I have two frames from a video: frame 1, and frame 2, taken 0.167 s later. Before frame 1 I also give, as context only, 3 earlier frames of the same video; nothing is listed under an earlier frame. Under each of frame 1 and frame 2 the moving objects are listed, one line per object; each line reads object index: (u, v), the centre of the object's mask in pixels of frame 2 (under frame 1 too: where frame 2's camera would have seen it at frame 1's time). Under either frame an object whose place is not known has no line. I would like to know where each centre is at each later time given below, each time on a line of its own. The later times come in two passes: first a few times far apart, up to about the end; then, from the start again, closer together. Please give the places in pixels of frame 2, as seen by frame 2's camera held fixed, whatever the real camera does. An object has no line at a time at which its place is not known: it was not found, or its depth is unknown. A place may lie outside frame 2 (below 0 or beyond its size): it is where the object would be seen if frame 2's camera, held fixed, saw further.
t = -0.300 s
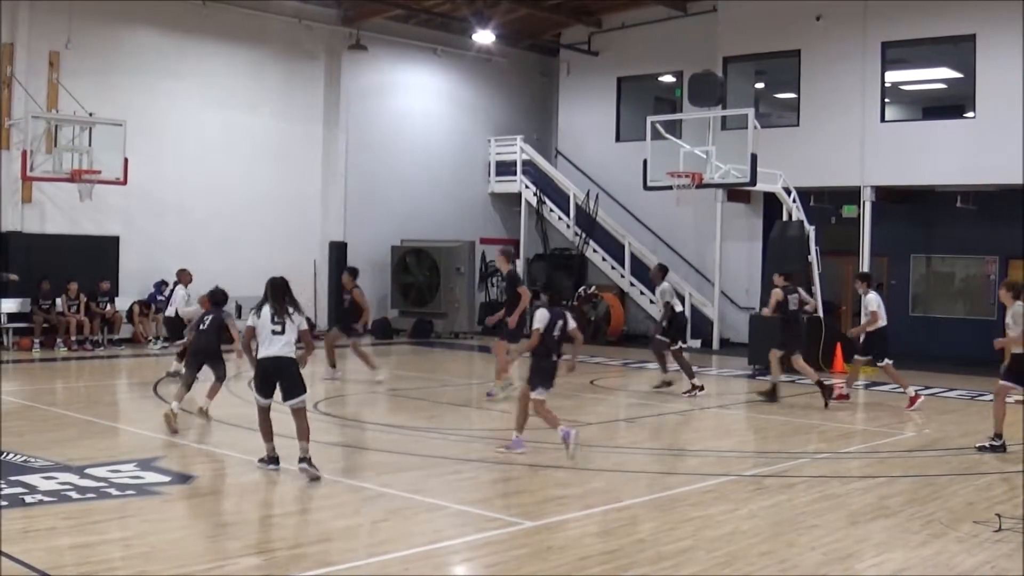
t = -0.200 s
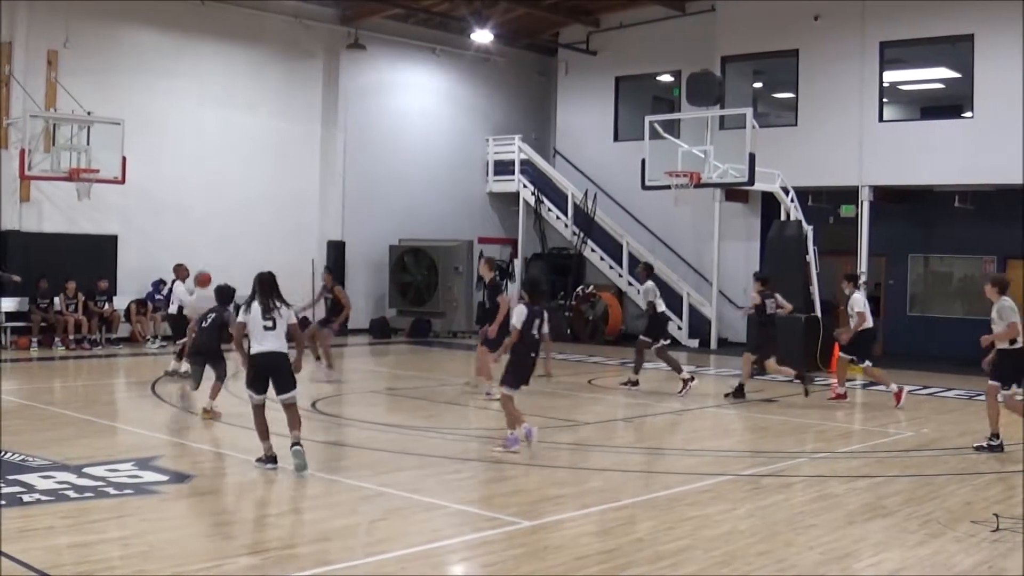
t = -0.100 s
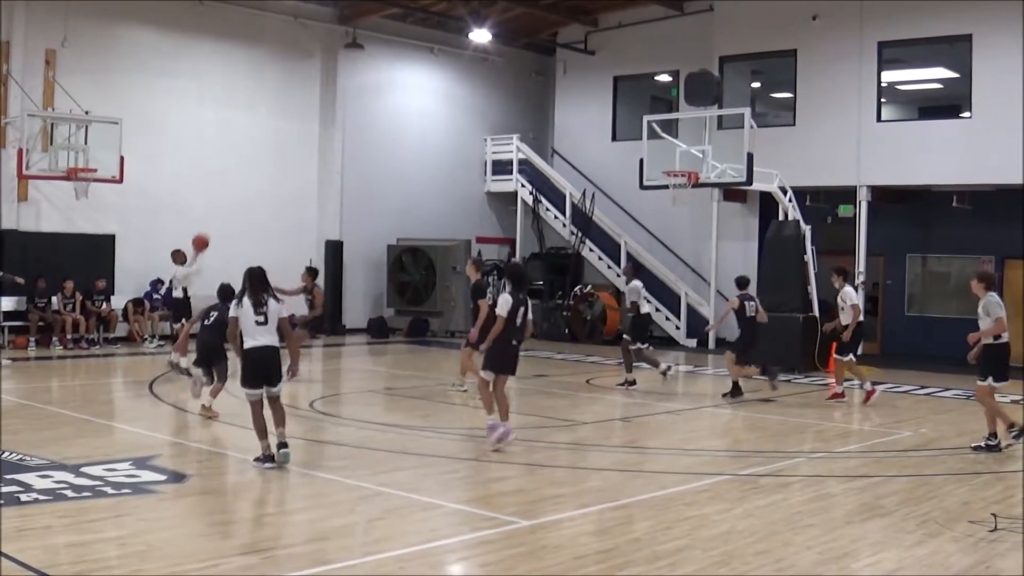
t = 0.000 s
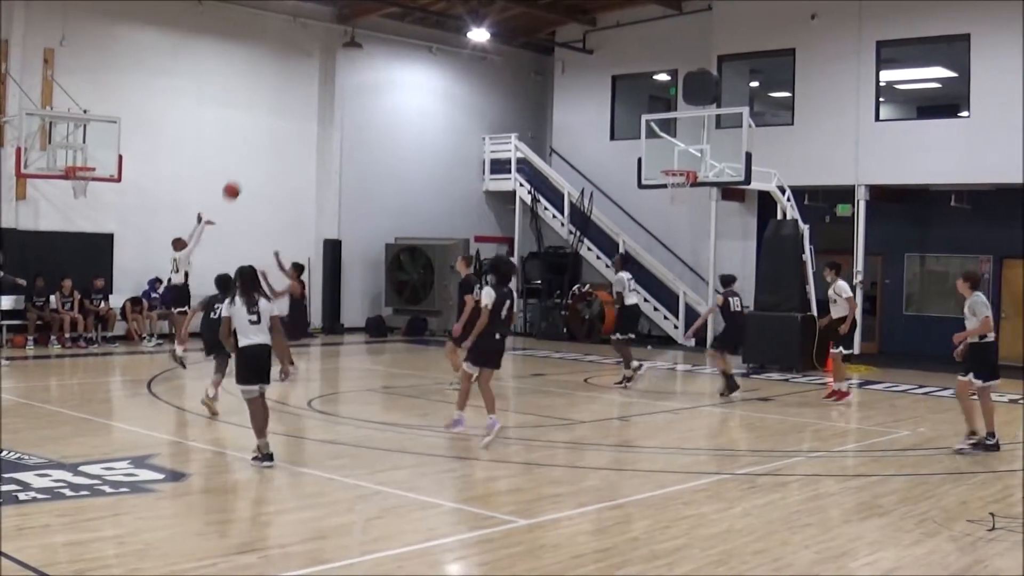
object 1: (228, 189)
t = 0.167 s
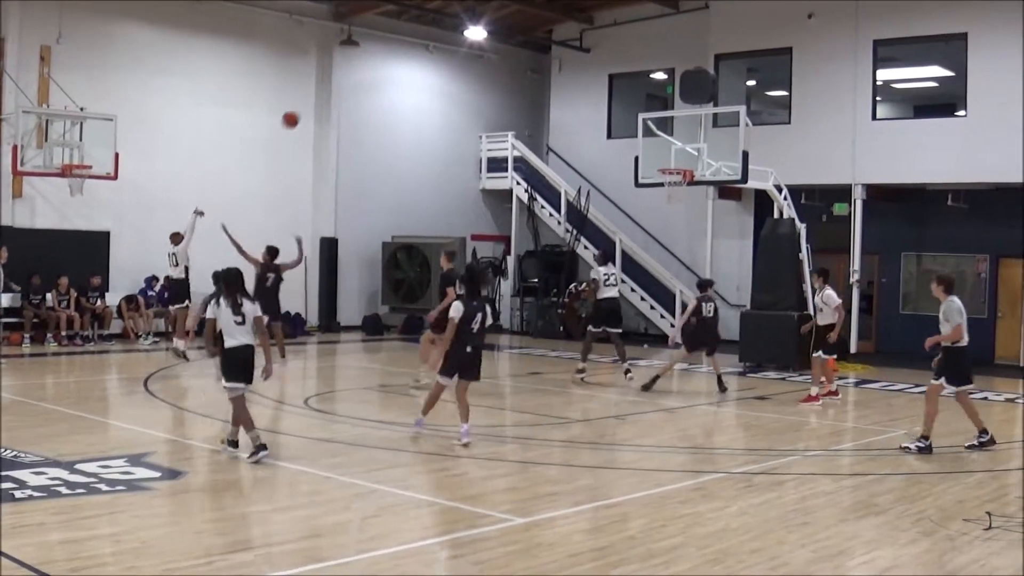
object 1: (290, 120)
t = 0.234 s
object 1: (315, 98)
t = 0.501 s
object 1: (409, 44)
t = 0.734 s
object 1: (491, 38)
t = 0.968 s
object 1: (562, 67)
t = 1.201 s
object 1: (632, 133)
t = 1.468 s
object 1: (642, 141)
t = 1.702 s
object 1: (607, 134)
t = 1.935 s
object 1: (572, 162)
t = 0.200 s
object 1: (303, 108)
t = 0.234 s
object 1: (315, 98)
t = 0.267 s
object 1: (327, 88)
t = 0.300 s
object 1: (339, 79)
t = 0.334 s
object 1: (351, 71)
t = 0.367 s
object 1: (363, 64)
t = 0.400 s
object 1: (375, 58)
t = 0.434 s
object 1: (387, 52)
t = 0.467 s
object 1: (398, 48)
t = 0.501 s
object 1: (409, 44)
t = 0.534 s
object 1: (422, 41)
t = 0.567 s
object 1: (433, 39)
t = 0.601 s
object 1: (443, 35)
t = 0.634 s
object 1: (456, 34)
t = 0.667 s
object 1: (463, 38)
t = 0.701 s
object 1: (480, 37)
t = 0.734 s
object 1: (491, 38)
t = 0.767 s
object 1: (499, 39)
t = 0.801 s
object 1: (510, 41)
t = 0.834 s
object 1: (521, 45)
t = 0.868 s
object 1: (532, 49)
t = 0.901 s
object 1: (542, 55)
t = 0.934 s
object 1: (553, 61)
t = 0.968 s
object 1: (562, 67)
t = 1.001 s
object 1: (572, 75)
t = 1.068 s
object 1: (593, 92)
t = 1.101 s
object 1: (604, 101)
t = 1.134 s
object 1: (614, 110)
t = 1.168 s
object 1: (623, 122)
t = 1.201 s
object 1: (632, 133)
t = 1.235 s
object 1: (642, 146)
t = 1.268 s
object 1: (652, 158)
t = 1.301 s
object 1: (657, 163)
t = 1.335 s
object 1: (653, 158)
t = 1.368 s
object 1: (650, 152)
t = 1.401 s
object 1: (647, 148)
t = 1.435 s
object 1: (645, 145)
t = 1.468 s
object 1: (642, 141)
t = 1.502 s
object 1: (637, 139)
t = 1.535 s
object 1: (632, 136)
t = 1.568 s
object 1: (627, 134)
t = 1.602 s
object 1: (621, 133)
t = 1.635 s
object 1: (617, 132)
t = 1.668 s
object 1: (612, 133)
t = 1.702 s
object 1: (607, 134)
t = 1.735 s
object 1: (601, 136)
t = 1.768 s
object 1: (596, 139)
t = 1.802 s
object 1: (591, 142)
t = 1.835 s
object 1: (586, 146)
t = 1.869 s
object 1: (581, 150)
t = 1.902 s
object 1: (576, 155)
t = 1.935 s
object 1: (572, 162)
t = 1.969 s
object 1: (566, 169)
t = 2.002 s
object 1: (561, 176)
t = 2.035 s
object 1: (556, 184)
